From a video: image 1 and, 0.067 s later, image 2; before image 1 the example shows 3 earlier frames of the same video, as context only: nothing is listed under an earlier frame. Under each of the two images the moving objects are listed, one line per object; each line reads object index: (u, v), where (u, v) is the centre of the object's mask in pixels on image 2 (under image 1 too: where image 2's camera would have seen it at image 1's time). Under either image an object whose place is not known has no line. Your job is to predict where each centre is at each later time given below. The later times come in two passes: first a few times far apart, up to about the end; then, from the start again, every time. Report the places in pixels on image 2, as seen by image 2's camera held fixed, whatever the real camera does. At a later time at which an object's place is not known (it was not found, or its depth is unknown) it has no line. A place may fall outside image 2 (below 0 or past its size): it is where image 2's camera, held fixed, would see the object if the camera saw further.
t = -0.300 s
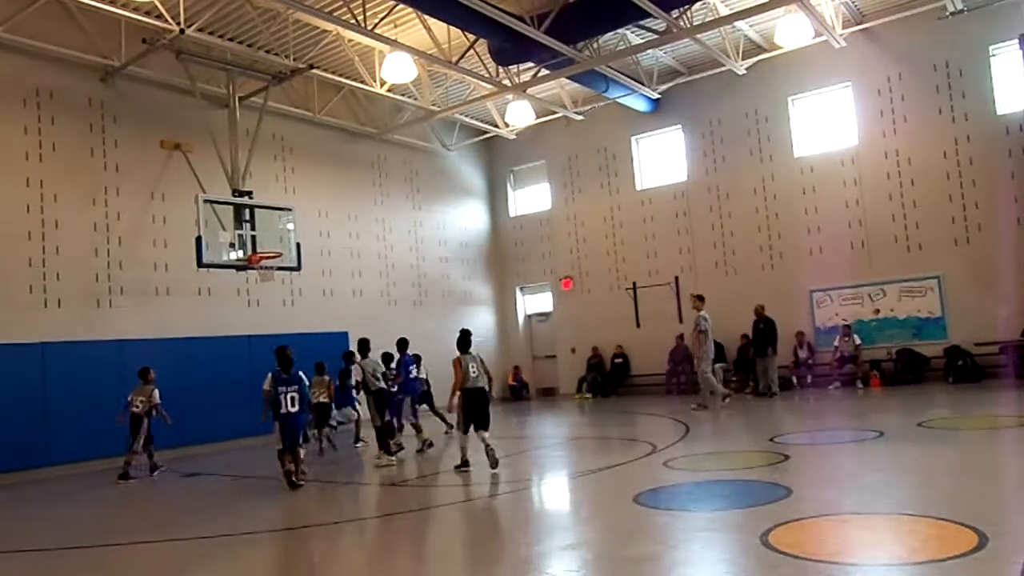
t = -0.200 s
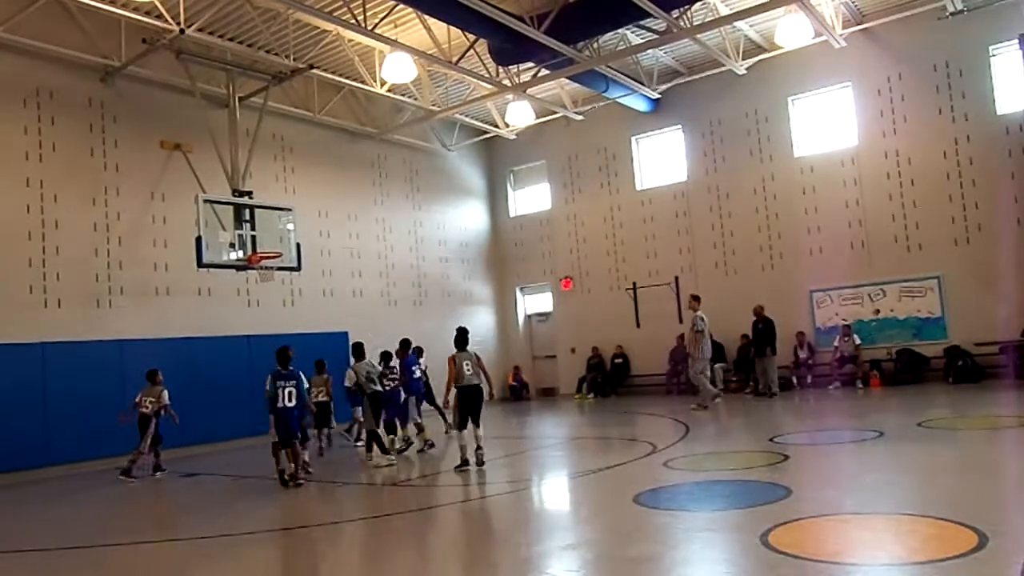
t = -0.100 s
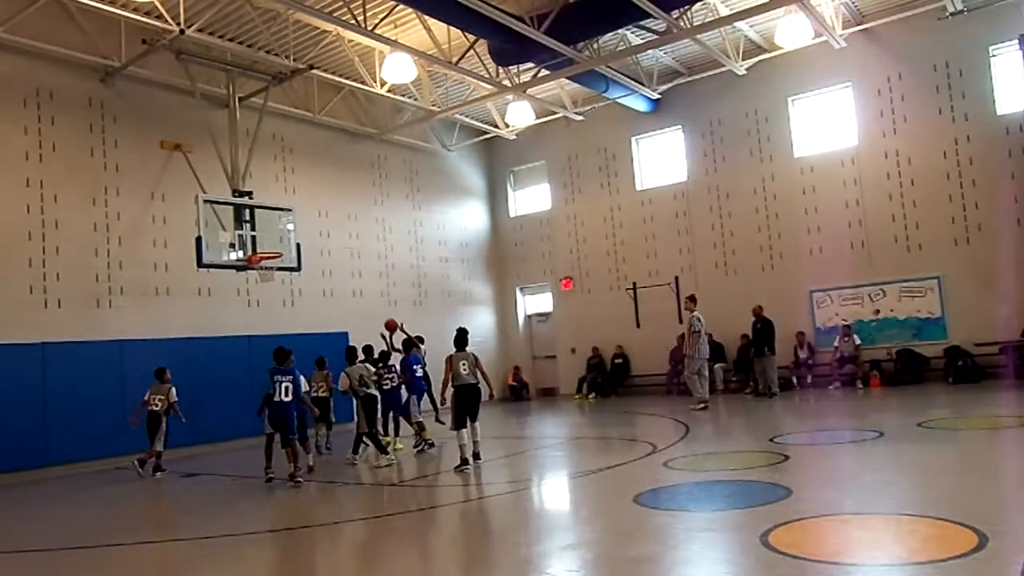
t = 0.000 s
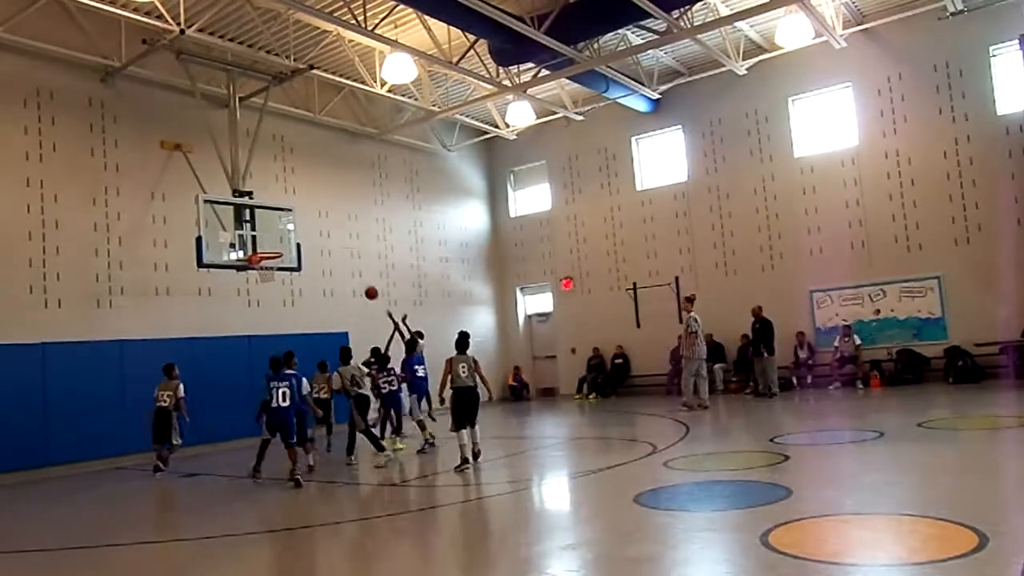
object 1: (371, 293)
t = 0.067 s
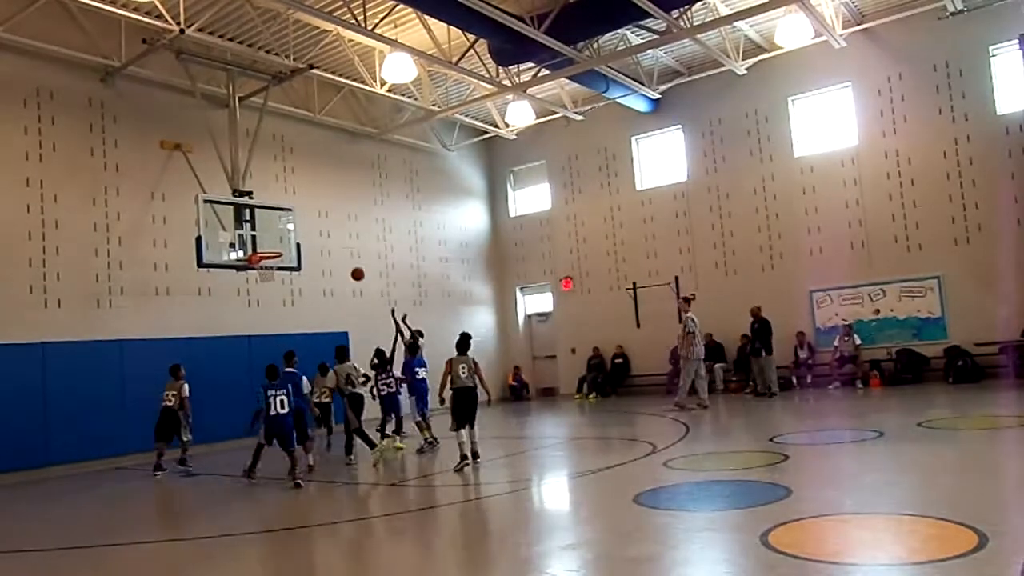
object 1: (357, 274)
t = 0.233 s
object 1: (324, 238)
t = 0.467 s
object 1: (280, 217)
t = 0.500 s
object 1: (275, 216)
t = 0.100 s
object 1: (350, 266)
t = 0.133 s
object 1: (343, 258)
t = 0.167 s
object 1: (337, 250)
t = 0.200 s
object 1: (330, 244)
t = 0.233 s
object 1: (324, 238)
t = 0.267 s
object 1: (317, 234)
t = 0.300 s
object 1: (311, 229)
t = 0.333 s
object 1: (305, 225)
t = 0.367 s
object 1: (299, 222)
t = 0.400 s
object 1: (292, 219)
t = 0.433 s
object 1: (286, 218)
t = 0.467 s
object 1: (280, 217)
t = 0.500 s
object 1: (275, 216)
